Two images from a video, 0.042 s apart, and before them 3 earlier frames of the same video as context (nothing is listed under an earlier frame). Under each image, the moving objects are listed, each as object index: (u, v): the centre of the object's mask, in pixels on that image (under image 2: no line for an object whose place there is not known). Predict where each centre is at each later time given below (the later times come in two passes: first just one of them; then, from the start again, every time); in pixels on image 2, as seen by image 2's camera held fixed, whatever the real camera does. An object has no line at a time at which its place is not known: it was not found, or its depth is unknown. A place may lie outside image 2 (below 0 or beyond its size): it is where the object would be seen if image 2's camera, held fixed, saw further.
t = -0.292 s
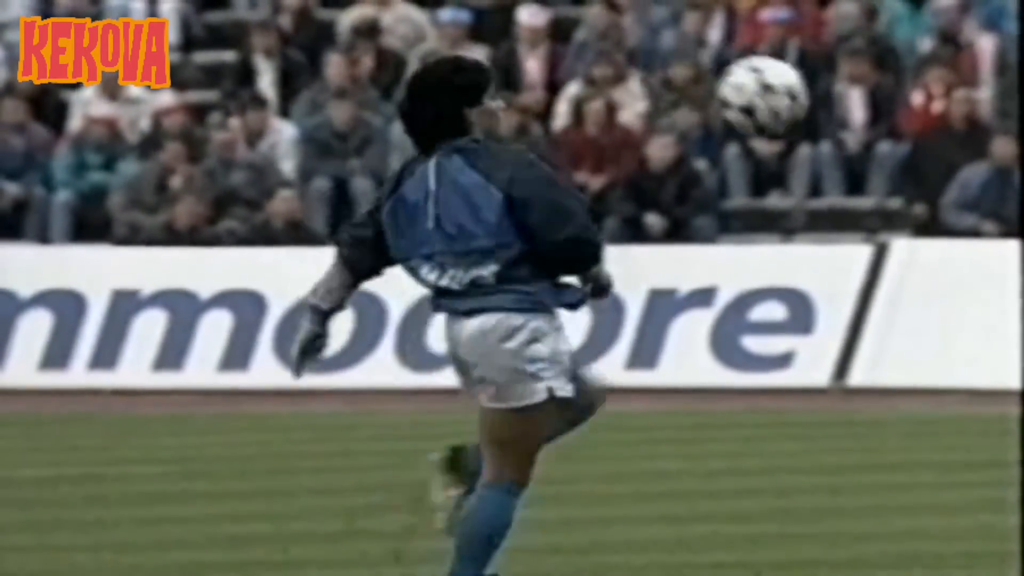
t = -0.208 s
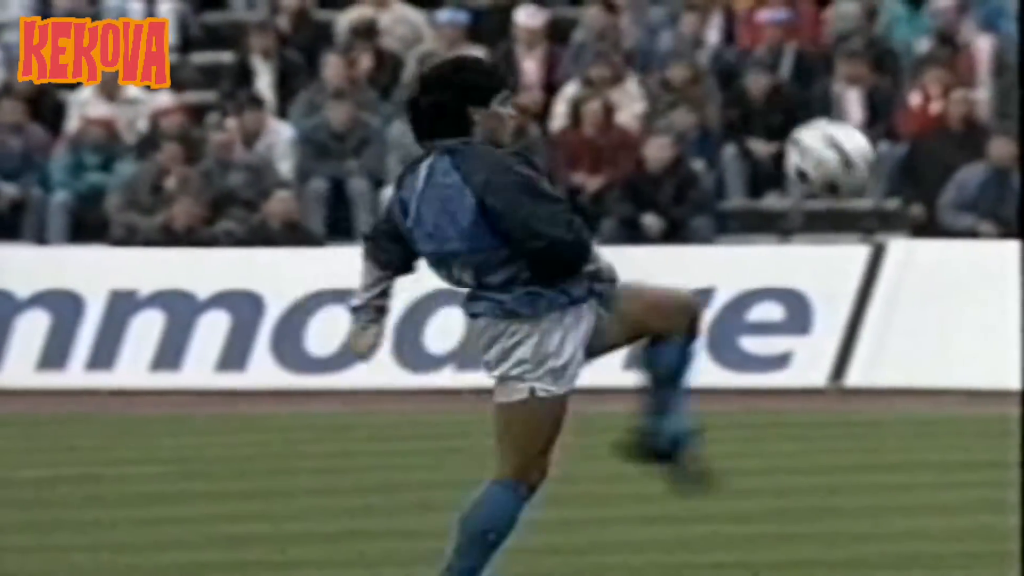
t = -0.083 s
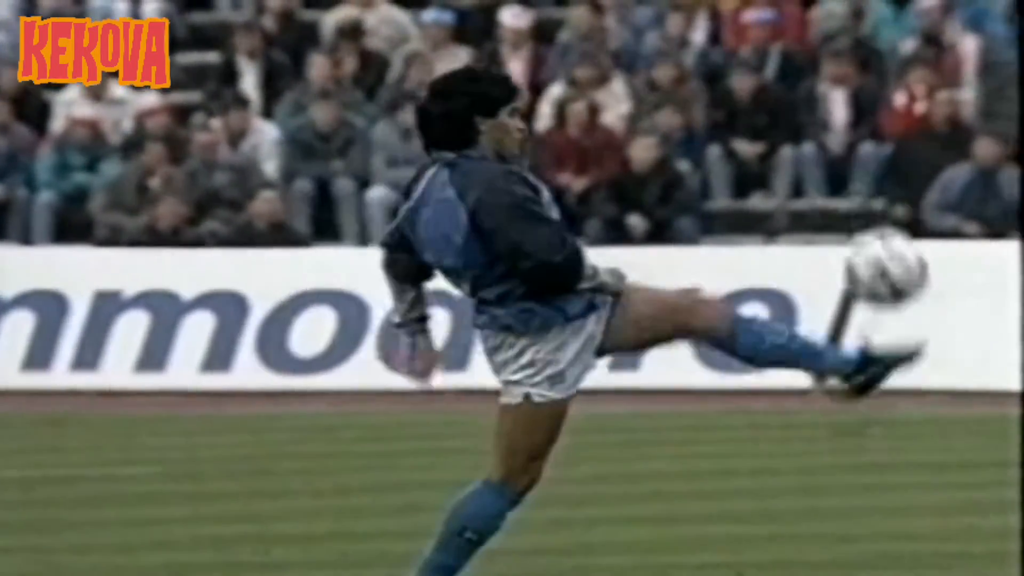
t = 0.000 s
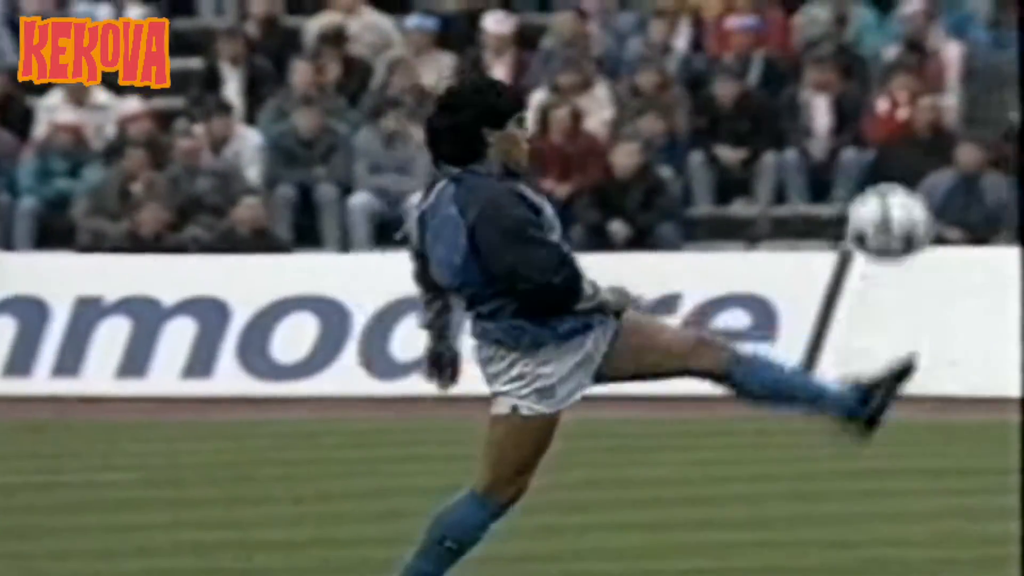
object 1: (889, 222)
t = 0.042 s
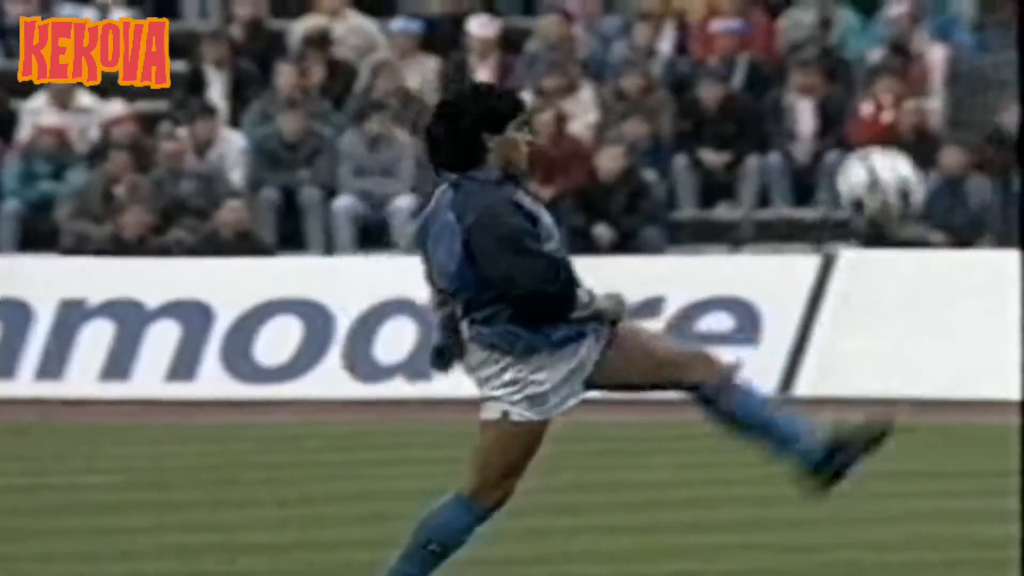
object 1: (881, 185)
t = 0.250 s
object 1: (916, 51)
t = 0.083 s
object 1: (887, 149)
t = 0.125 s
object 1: (896, 118)
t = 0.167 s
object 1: (903, 92)
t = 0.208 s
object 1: (912, 71)
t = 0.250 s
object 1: (916, 51)
